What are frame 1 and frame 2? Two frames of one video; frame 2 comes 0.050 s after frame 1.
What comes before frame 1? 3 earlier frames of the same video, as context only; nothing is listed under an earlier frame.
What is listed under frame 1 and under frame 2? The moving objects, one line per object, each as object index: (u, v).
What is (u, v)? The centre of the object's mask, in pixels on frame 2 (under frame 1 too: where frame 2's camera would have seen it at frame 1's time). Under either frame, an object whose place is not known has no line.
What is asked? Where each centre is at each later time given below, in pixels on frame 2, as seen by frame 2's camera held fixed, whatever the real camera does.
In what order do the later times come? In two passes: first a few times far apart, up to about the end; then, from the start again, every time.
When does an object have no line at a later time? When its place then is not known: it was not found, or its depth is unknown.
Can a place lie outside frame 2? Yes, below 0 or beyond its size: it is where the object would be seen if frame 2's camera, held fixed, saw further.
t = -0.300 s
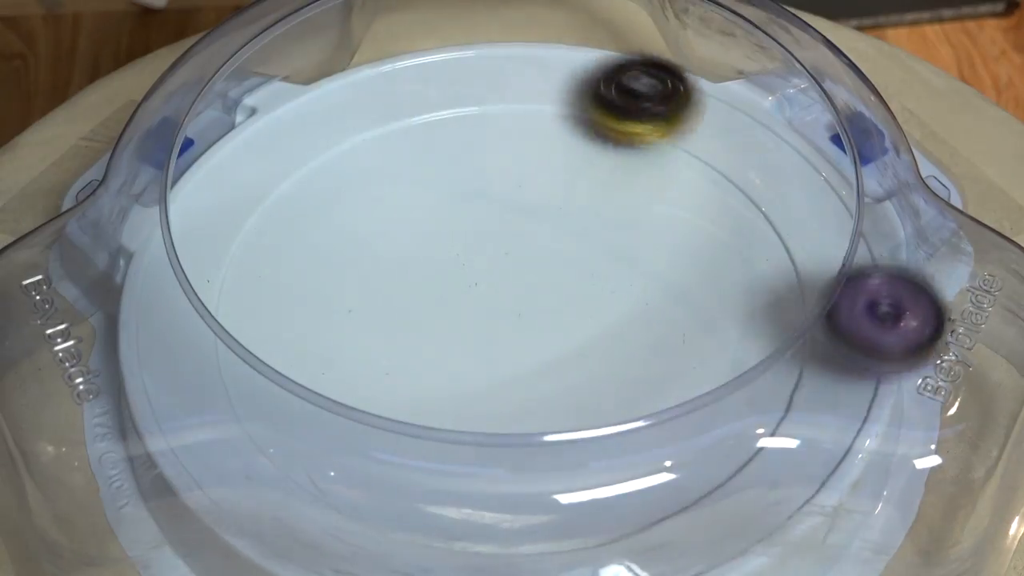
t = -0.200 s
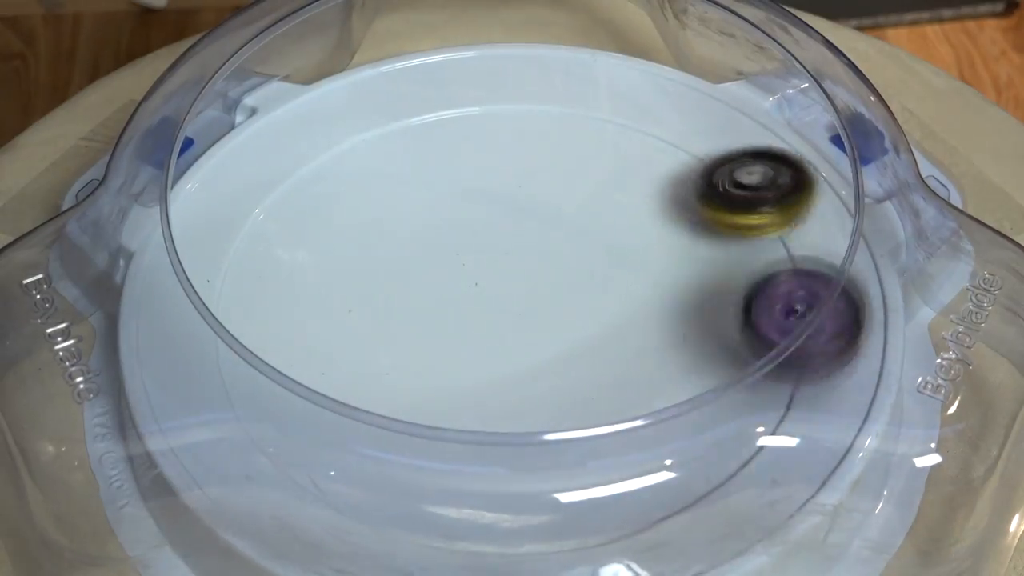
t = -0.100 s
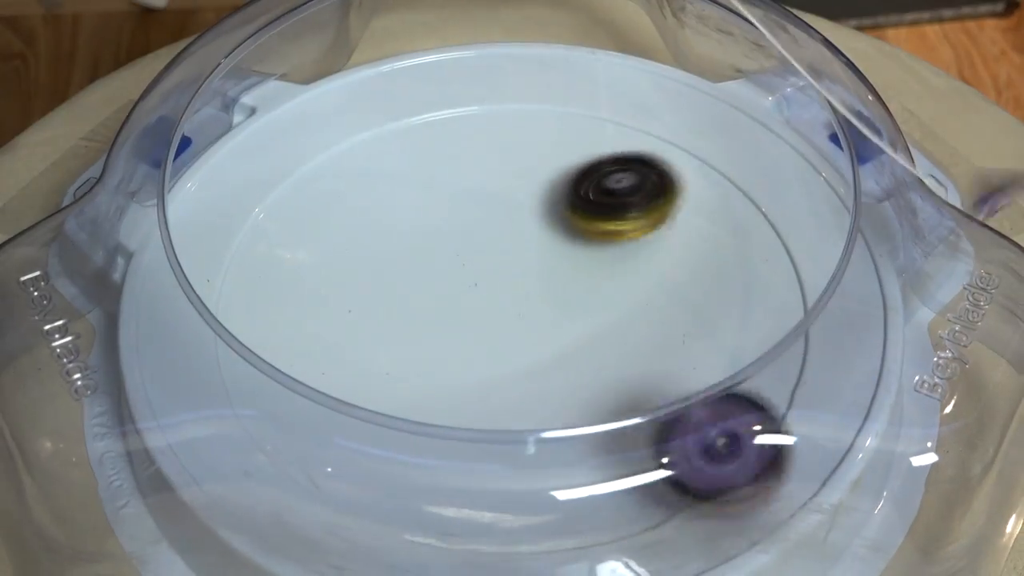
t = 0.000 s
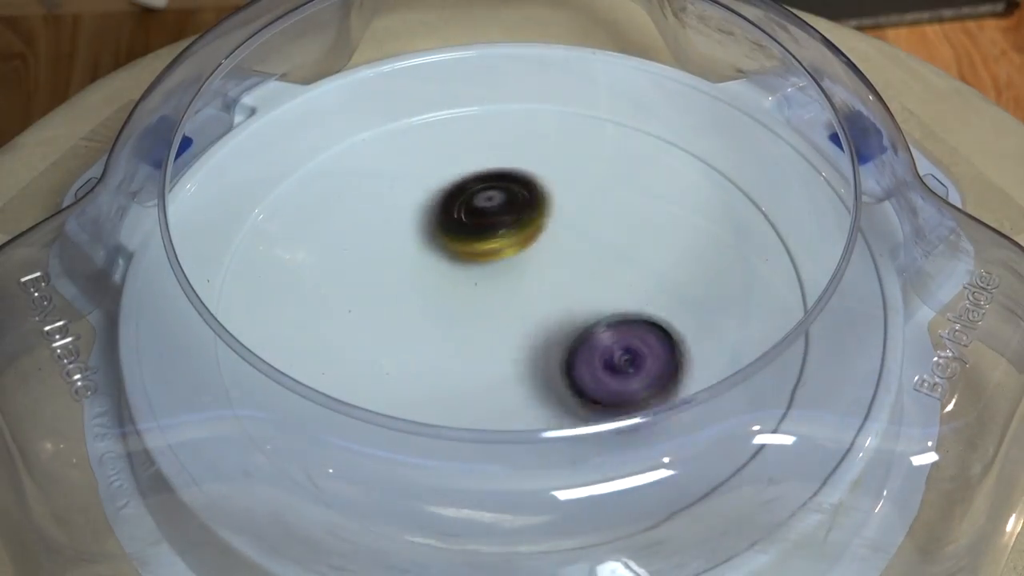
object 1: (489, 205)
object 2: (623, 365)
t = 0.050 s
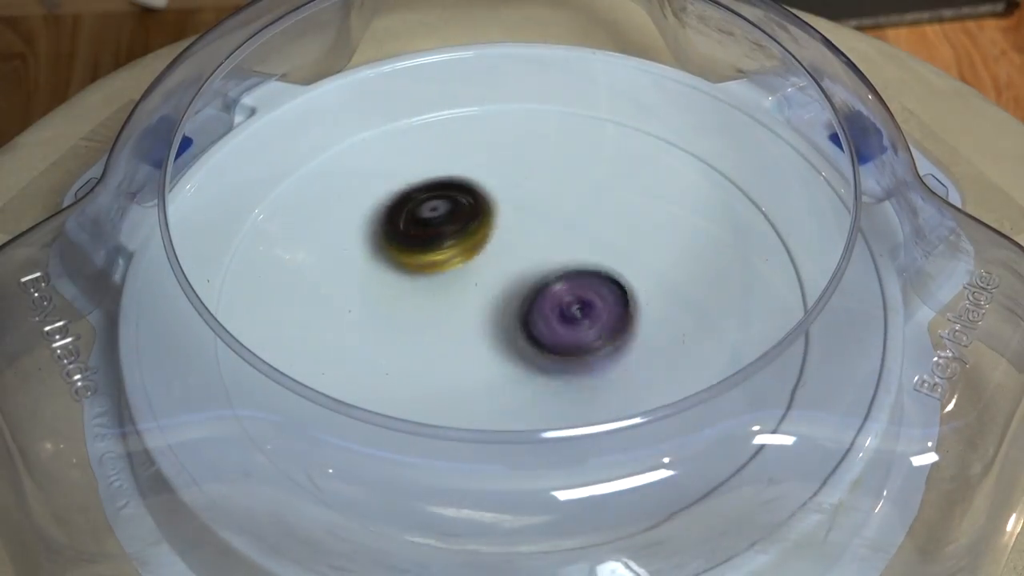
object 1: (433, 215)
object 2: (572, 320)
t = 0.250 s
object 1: (333, 253)
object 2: (441, 188)
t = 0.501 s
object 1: (335, 388)
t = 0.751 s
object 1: (439, 334)
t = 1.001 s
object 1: (472, 479)
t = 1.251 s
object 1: (509, 292)
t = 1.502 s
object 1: (561, 342)
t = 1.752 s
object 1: (381, 434)
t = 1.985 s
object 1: (373, 239)
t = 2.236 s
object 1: (683, 237)
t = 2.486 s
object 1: (664, 460)
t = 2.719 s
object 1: (350, 387)
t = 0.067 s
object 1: (417, 220)
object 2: (559, 304)
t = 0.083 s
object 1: (402, 222)
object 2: (548, 288)
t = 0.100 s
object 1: (388, 226)
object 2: (534, 274)
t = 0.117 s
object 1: (375, 230)
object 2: (520, 260)
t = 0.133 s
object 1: (364, 234)
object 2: (510, 247)
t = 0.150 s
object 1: (355, 236)
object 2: (496, 234)
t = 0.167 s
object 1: (347, 239)
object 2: (485, 224)
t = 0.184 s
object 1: (341, 243)
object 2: (477, 212)
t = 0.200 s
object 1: (337, 243)
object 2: (467, 205)
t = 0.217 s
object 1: (333, 248)
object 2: (458, 197)
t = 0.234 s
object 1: (333, 251)
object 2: (450, 190)
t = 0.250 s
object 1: (333, 253)
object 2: (441, 188)
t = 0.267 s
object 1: (335, 254)
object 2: (434, 183)
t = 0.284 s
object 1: (338, 255)
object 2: (427, 181)
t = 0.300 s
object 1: (343, 253)
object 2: (421, 181)
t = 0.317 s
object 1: (338, 269)
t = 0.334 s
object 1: (331, 282)
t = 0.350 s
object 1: (324, 298)
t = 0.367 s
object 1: (319, 312)
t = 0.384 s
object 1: (316, 327)
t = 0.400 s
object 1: (317, 337)
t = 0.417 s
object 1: (319, 346)
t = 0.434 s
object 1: (323, 352)
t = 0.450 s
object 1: (319, 370)
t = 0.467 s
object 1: (324, 377)
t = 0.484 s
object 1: (330, 385)
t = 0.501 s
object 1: (335, 388)
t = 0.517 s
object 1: (342, 397)
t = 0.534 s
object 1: (351, 398)
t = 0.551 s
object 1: (360, 400)
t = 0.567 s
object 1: (370, 399)
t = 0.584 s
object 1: (378, 400)
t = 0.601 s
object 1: (387, 399)
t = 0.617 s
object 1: (397, 395)
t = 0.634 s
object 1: (408, 383)
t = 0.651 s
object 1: (414, 381)
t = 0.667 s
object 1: (420, 377)
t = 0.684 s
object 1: (424, 373)
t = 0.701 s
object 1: (430, 364)
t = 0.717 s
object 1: (435, 355)
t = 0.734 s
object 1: (437, 345)
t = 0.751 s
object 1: (439, 334)
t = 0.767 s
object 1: (440, 333)
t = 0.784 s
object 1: (432, 373)
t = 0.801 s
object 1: (429, 410)
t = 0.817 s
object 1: (419, 453)
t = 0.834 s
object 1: (410, 484)
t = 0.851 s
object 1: (404, 510)
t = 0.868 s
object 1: (405, 515)
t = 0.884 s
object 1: (412, 508)
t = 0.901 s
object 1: (423, 501)
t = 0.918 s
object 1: (431, 497)
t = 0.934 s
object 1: (439, 497)
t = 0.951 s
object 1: (448, 502)
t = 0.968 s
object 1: (455, 490)
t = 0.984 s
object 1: (463, 484)
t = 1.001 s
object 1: (472, 479)
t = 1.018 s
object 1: (478, 465)
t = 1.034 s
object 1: (484, 450)
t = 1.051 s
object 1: (489, 428)
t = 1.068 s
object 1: (494, 416)
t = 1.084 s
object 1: (495, 397)
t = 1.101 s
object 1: (499, 389)
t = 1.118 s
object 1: (502, 379)
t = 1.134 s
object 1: (503, 366)
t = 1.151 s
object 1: (504, 354)
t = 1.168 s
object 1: (505, 341)
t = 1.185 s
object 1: (505, 329)
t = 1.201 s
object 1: (507, 318)
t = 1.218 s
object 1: (508, 308)
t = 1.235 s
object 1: (509, 300)
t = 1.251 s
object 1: (509, 292)
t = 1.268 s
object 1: (511, 286)
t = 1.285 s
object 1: (512, 281)
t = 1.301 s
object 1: (515, 277)
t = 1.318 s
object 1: (517, 275)
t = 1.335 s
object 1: (519, 273)
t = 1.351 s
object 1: (522, 274)
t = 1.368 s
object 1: (526, 276)
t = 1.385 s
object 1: (530, 278)
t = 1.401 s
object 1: (535, 283)
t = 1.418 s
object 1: (540, 289)
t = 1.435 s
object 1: (545, 297)
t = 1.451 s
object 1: (550, 306)
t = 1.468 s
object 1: (554, 316)
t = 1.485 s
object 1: (558, 328)
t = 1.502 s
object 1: (561, 342)
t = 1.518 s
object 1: (563, 355)
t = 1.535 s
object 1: (562, 367)
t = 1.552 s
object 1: (560, 380)
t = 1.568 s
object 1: (553, 388)
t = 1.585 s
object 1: (545, 395)
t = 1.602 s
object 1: (536, 411)
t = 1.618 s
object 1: (525, 419)
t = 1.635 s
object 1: (510, 426)
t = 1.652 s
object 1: (495, 432)
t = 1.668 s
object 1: (476, 433)
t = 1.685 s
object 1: (458, 445)
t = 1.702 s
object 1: (438, 446)
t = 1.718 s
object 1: (418, 445)
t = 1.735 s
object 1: (398, 440)
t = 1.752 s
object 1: (381, 434)
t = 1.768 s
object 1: (364, 424)
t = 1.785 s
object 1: (352, 408)
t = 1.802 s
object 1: (336, 400)
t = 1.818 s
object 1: (325, 387)
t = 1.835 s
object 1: (317, 371)
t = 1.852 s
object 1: (317, 353)
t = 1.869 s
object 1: (309, 339)
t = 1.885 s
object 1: (309, 325)
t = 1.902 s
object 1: (312, 308)
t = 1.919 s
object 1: (320, 293)
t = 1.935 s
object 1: (330, 277)
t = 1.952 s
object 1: (342, 264)
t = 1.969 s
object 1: (356, 251)
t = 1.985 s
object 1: (373, 239)
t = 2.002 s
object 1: (389, 229)
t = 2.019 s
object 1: (407, 221)
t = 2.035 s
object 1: (426, 215)
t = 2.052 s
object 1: (445, 210)
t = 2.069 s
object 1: (466, 207)
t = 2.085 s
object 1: (487, 205)
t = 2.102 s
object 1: (511, 203)
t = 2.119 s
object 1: (533, 203)
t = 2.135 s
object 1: (557, 204)
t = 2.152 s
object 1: (580, 206)
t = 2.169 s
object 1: (604, 210)
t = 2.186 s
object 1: (625, 215)
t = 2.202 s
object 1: (644, 220)
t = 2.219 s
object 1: (664, 228)
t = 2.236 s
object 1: (683, 237)
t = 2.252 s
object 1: (700, 247)
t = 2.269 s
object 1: (716, 259)
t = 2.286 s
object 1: (730, 271)
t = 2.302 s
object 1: (743, 285)
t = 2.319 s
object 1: (752, 300)
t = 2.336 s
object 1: (754, 313)
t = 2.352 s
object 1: (768, 333)
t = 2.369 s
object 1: (769, 349)
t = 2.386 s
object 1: (775, 371)
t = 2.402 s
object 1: (766, 384)
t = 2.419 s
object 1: (746, 402)
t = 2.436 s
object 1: (728, 424)
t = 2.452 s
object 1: (708, 439)
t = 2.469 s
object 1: (686, 452)
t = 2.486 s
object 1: (664, 460)
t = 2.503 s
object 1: (640, 470)
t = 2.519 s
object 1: (612, 480)
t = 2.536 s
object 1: (585, 486)
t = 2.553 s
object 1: (558, 488)
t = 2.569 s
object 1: (531, 488)
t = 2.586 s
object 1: (505, 487)
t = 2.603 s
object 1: (480, 484)
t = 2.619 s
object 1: (455, 479)
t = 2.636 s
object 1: (433, 471)
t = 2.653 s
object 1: (413, 453)
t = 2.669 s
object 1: (391, 440)
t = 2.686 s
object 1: (375, 424)
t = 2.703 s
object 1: (362, 407)
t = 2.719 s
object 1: (350, 387)
